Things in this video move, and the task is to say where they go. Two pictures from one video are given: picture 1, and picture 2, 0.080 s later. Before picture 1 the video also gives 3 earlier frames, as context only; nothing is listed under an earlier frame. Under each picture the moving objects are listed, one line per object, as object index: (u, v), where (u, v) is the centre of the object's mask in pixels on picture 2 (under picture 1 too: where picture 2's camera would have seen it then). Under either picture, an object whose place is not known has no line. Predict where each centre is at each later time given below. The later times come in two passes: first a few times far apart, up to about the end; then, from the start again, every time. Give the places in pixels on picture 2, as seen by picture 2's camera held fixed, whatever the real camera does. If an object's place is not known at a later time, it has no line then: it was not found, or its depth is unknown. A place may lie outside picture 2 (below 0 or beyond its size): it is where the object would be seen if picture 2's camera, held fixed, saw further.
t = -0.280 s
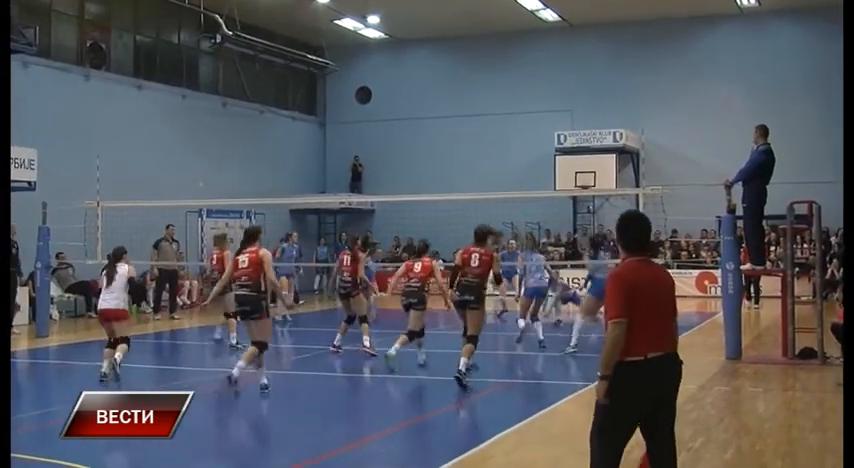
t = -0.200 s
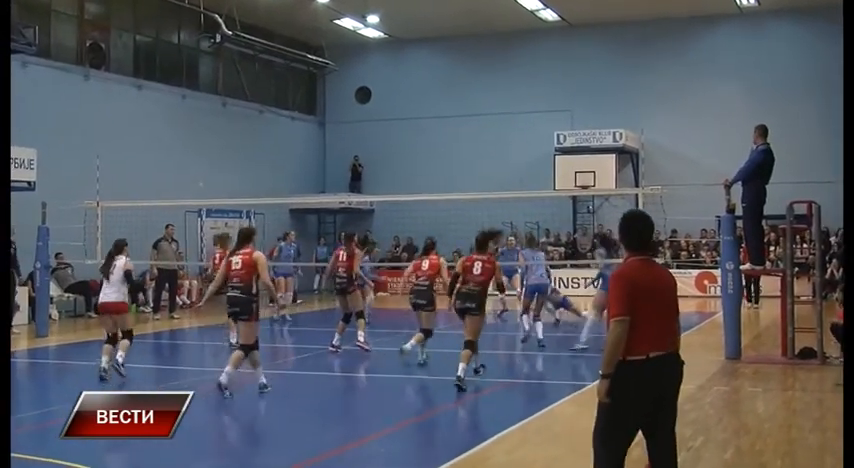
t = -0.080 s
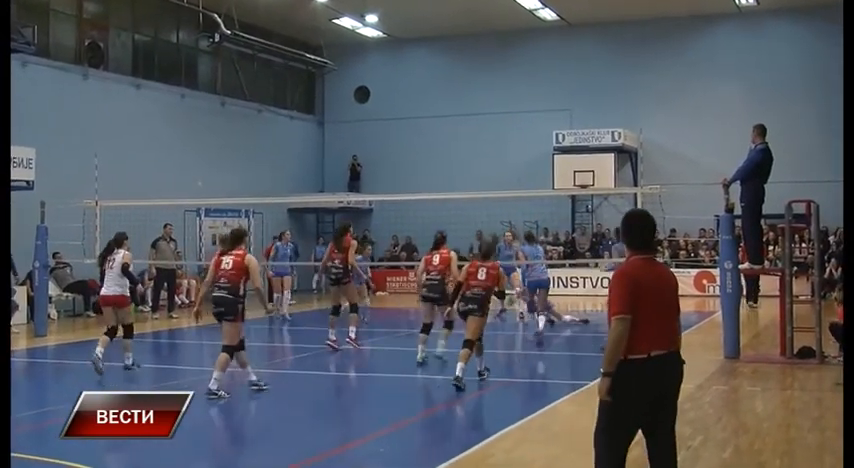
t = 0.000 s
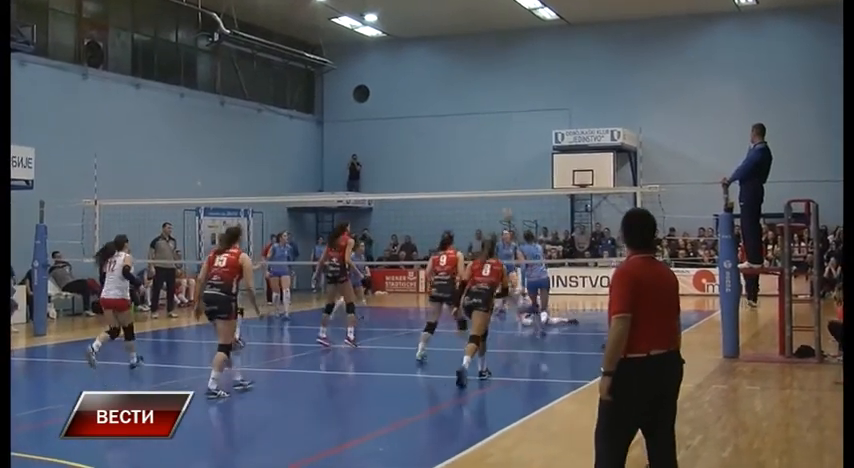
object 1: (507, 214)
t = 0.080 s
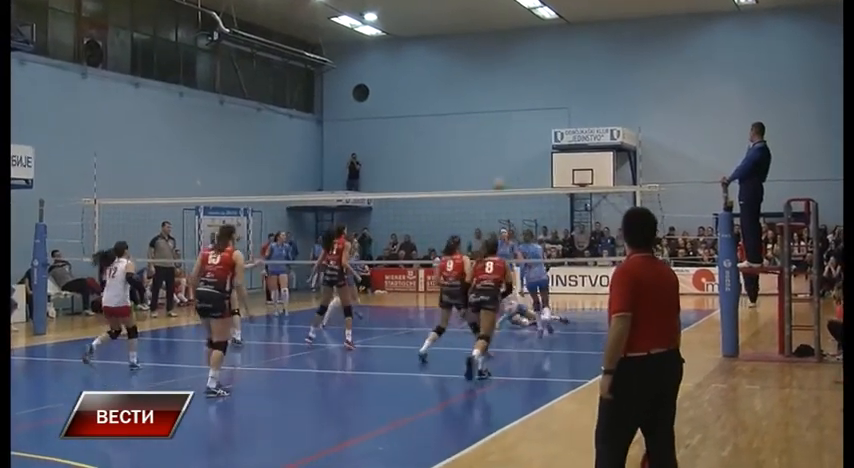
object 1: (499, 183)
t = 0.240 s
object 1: (483, 138)
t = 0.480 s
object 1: (458, 94)
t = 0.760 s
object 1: (431, 82)
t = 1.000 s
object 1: (409, 106)
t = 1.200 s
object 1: (390, 149)
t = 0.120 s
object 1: (495, 174)
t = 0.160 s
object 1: (490, 161)
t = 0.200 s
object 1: (487, 149)
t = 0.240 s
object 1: (483, 138)
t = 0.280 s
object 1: (478, 129)
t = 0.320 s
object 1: (474, 120)
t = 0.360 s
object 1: (469, 111)
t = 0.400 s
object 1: (465, 104)
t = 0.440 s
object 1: (462, 98)
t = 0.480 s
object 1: (458, 94)
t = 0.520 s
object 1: (454, 89)
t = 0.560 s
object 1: (450, 85)
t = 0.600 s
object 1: (446, 83)
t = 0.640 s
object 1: (442, 81)
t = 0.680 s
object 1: (439, 81)
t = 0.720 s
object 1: (434, 81)
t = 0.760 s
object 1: (431, 82)
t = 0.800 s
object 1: (427, 84)
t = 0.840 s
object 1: (424, 86)
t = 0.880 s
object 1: (420, 90)
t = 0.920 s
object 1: (416, 95)
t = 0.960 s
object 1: (412, 100)
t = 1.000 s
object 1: (409, 106)
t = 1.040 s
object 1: (405, 113)
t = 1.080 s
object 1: (401, 121)
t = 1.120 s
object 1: (398, 129)
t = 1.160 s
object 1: (394, 138)
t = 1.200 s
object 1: (390, 149)
